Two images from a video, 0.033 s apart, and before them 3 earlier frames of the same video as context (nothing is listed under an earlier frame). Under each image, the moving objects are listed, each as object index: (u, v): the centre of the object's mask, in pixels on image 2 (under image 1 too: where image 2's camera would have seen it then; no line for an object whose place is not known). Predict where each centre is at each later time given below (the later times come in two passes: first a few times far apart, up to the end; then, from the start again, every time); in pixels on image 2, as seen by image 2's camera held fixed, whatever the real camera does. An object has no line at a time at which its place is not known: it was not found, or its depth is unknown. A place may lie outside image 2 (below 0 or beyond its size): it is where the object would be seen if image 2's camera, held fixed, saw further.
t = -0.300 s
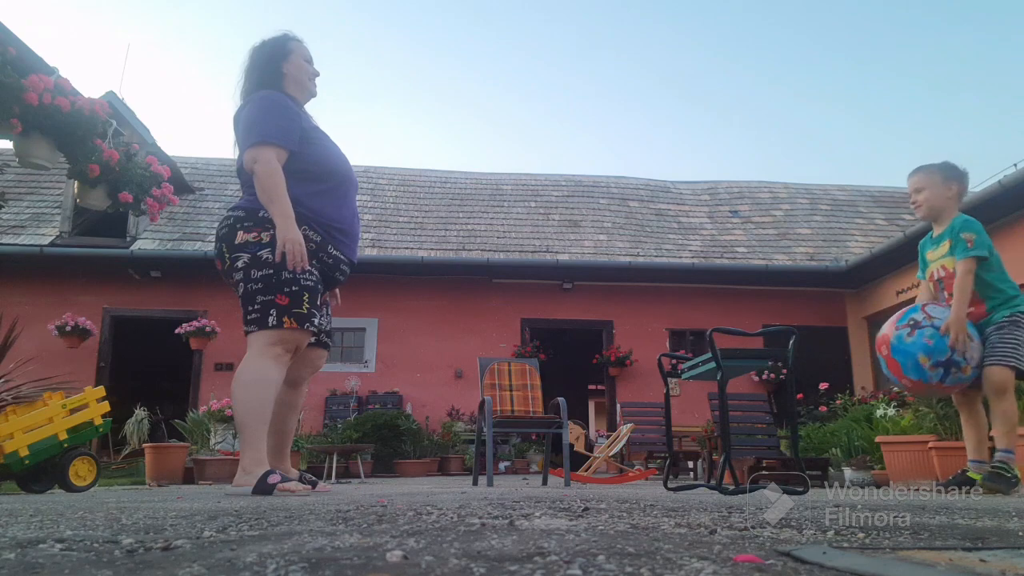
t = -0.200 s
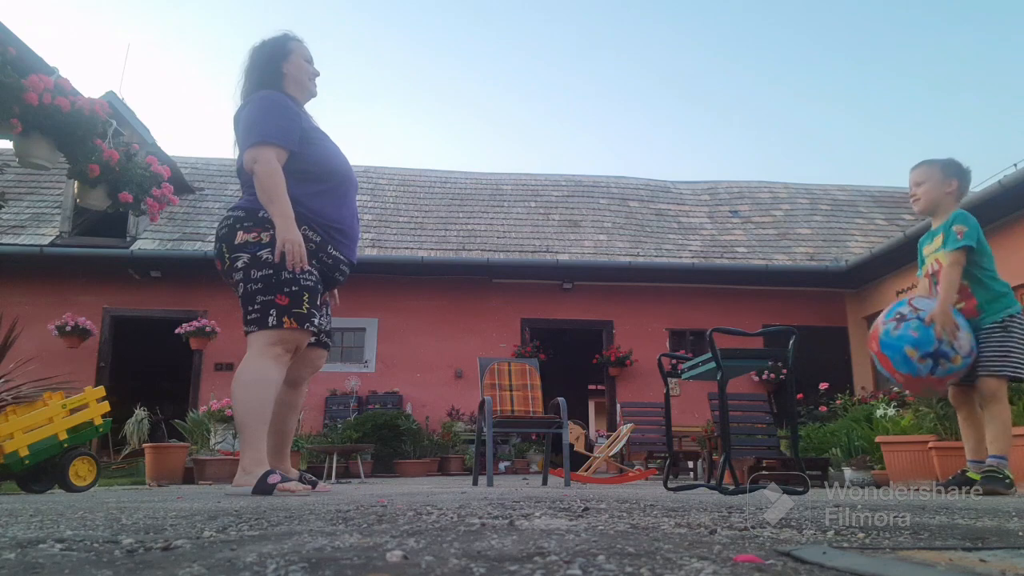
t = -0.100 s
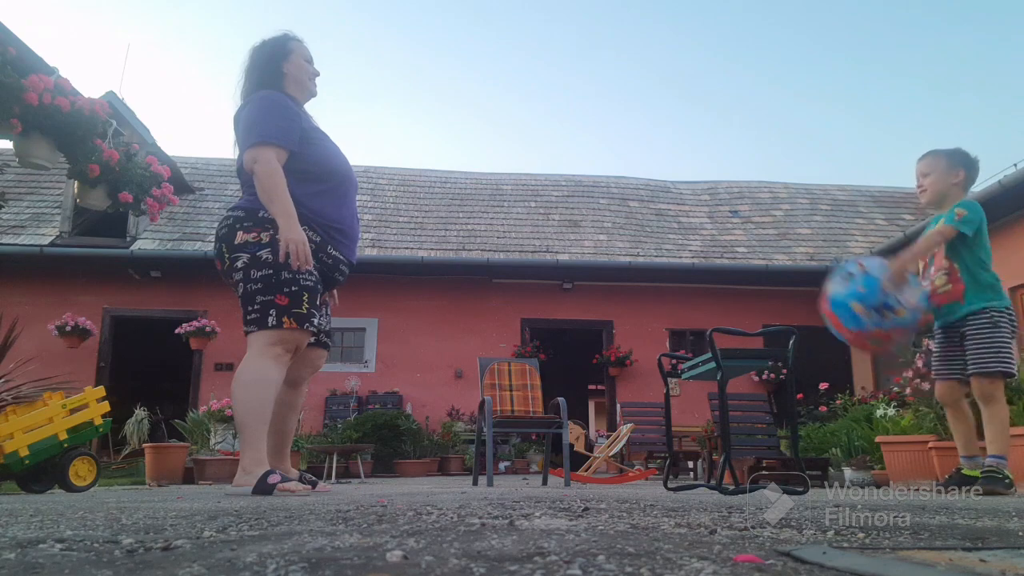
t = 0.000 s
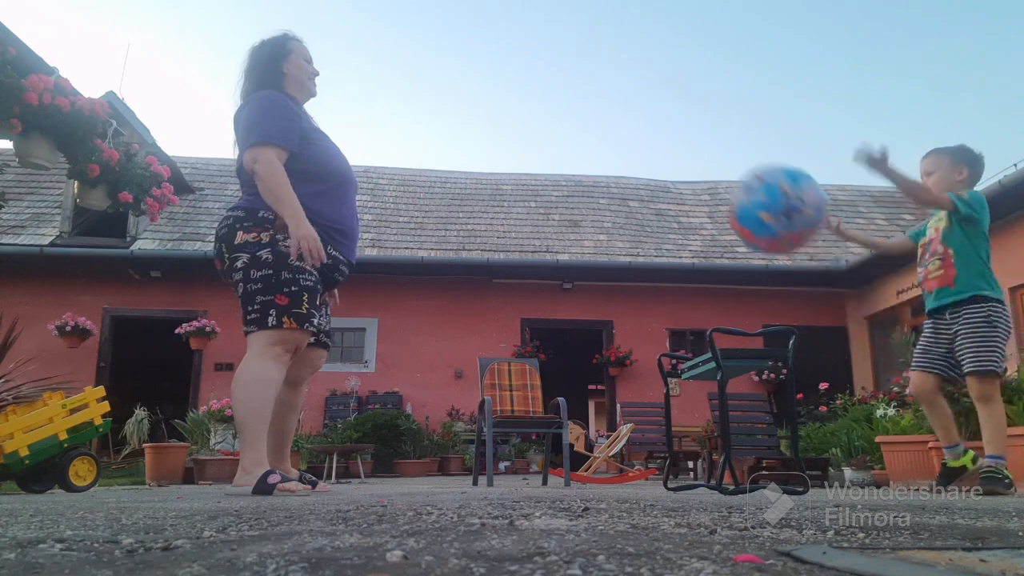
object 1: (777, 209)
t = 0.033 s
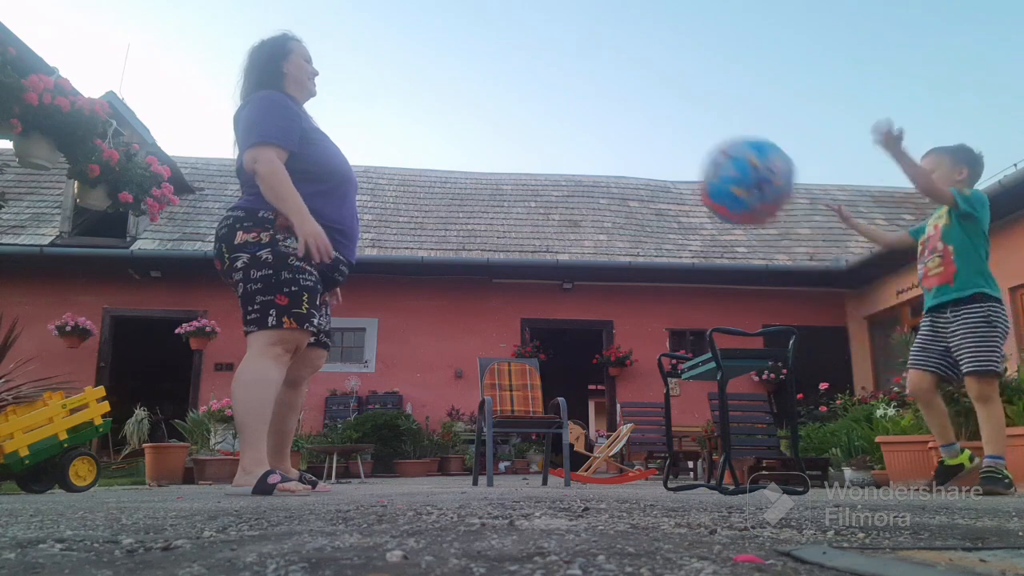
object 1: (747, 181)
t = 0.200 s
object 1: (608, 86)
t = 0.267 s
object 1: (556, 68)
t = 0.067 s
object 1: (718, 156)
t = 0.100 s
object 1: (689, 134)
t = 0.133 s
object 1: (661, 115)
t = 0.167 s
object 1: (634, 99)
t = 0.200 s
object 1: (608, 86)
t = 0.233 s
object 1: (581, 76)
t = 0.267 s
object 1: (556, 68)
